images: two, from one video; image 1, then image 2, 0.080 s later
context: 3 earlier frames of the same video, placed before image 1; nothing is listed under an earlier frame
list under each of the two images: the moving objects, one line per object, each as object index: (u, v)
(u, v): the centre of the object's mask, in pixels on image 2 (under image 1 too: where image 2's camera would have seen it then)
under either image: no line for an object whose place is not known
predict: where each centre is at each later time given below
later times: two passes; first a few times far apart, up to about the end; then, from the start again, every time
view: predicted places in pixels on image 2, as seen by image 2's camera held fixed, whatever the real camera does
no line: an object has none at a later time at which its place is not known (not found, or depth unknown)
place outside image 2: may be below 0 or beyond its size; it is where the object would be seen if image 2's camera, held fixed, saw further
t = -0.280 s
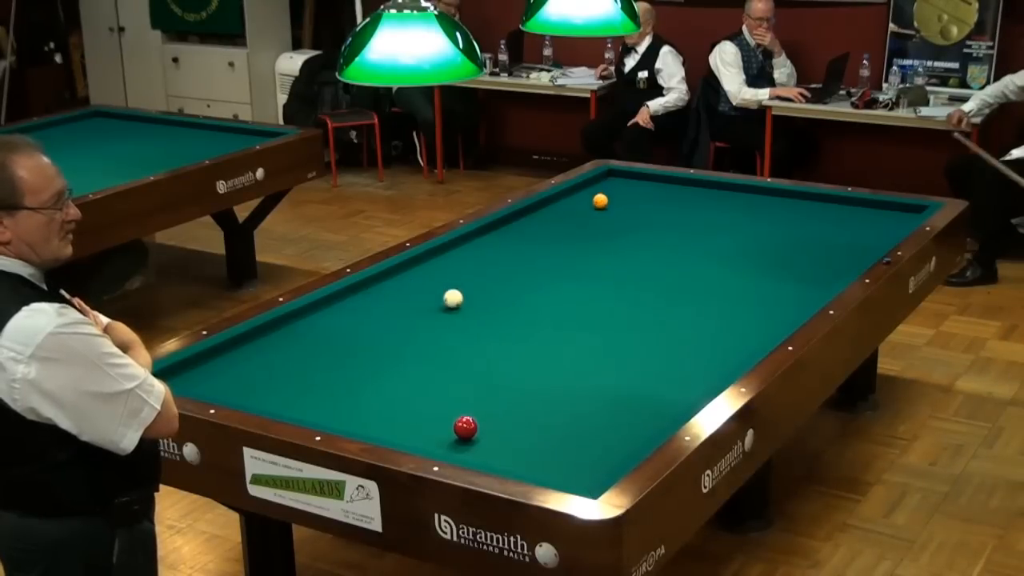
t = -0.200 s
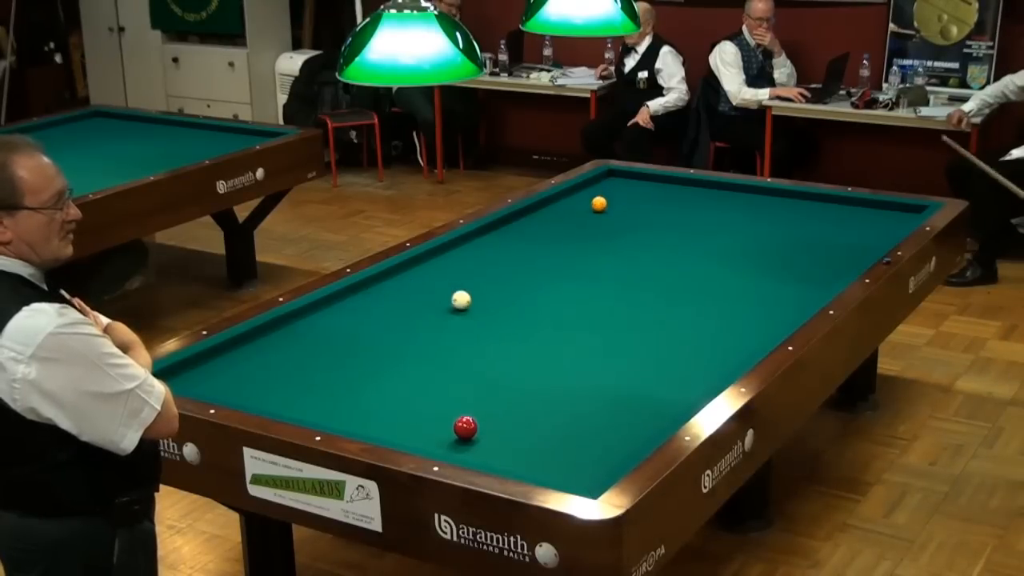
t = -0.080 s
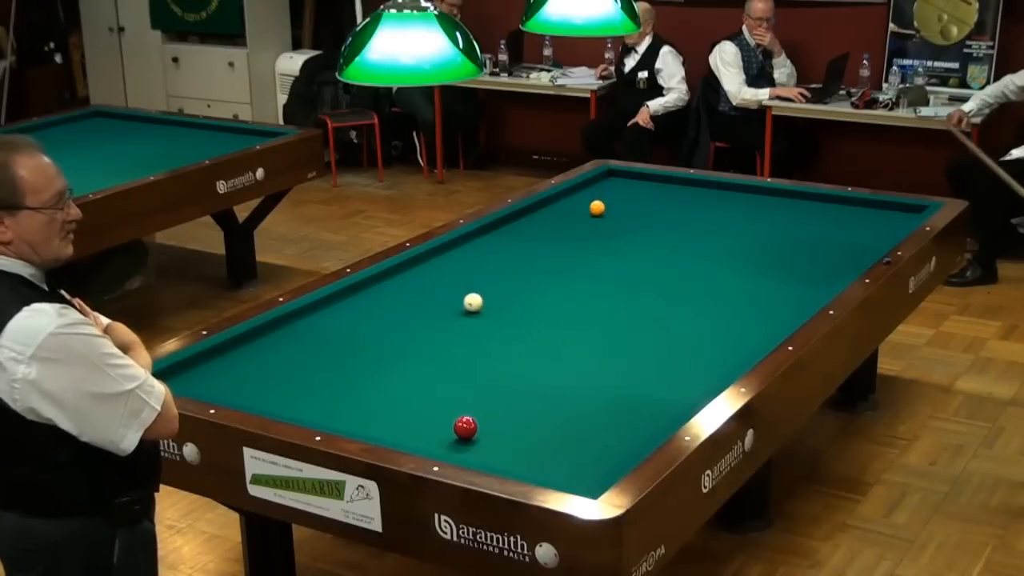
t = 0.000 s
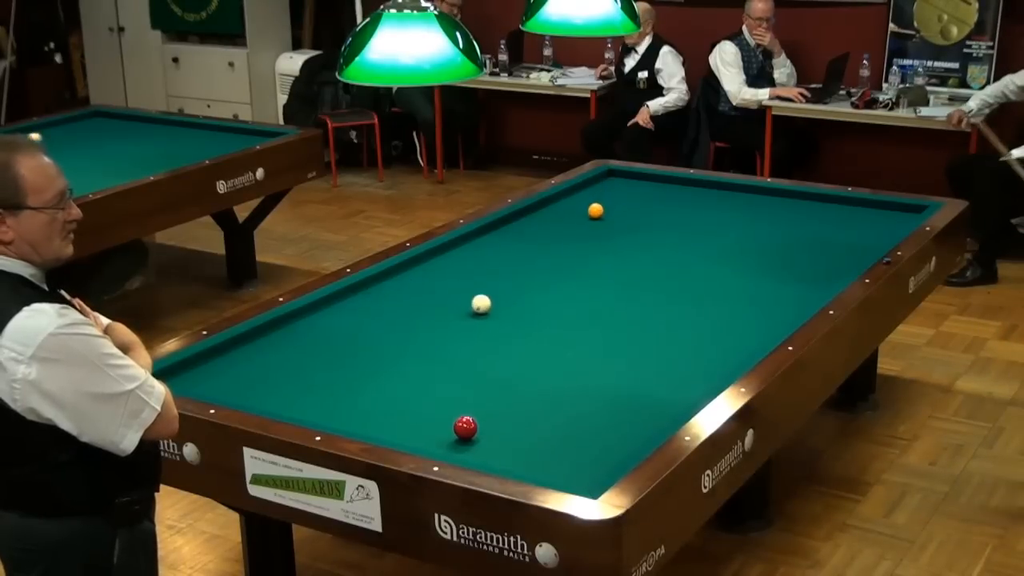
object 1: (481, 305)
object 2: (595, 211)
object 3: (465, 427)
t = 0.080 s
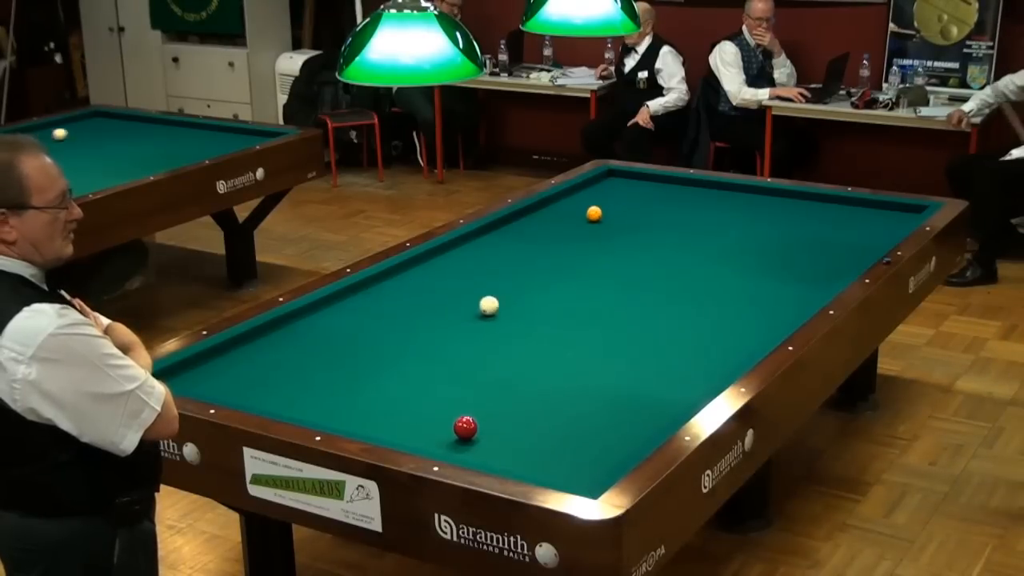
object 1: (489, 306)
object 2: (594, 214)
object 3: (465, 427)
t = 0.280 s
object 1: (509, 310)
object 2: (590, 221)
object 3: (465, 427)
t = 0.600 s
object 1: (540, 316)
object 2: (584, 233)
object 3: (465, 427)
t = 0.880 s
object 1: (567, 321)
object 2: (579, 243)
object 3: (465, 427)
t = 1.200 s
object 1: (597, 328)
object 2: (573, 255)
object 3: (465, 427)
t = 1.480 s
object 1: (624, 333)
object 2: (567, 267)
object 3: (465, 427)
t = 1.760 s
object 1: (649, 338)
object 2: (561, 278)
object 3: (465, 427)
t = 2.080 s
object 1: (678, 344)
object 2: (554, 291)
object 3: (465, 427)
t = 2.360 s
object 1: (702, 349)
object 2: (548, 303)
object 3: (465, 427)
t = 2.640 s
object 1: (726, 353)
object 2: (541, 315)
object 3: (465, 427)
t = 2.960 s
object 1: (732, 354)
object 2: (534, 329)
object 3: (465, 427)
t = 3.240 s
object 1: (721, 353)
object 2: (527, 341)
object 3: (465, 427)
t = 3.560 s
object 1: (708, 351)
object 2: (520, 355)
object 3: (465, 427)
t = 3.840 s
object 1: (699, 350)
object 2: (513, 367)
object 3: (465, 427)
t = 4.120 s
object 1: (691, 348)
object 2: (507, 380)
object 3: (465, 427)
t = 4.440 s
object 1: (684, 347)
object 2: (499, 395)
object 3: (465, 427)
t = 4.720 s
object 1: (678, 345)
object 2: (493, 407)
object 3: (465, 427)
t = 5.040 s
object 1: (674, 344)
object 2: (486, 421)
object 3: (465, 427)
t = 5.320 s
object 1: (671, 344)
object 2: (493, 429)
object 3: (454, 431)
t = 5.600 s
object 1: (669, 344)
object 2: (500, 437)
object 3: (445, 435)
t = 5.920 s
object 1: (668, 344)
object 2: (507, 445)
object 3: (436, 438)
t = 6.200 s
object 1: (668, 344)
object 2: (513, 451)
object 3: (429, 440)
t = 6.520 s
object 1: (668, 344)
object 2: (520, 458)
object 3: (423, 441)
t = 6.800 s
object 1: (668, 344)
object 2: (525, 463)
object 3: (421, 441)
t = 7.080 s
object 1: (668, 344)
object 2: (531, 466)
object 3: (422, 440)
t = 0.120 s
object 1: (493, 307)
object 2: (593, 215)
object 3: (465, 427)
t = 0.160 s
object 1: (497, 308)
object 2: (592, 217)
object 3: (465, 427)
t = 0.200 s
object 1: (501, 309)
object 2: (592, 218)
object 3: (465, 427)
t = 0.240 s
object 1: (505, 309)
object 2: (591, 220)
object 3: (465, 427)
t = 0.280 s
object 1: (509, 310)
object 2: (590, 221)
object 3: (465, 427)
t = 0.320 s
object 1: (513, 311)
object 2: (589, 223)
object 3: (465, 427)
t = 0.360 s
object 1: (517, 312)
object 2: (589, 224)
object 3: (465, 427)
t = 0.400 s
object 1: (520, 312)
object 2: (588, 225)
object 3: (465, 427)
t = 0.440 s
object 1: (524, 313)
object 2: (587, 227)
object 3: (465, 427)
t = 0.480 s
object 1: (528, 314)
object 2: (587, 228)
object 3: (465, 427)
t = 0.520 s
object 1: (532, 315)
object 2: (586, 230)
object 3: (465, 427)
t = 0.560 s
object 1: (536, 315)
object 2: (585, 231)
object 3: (465, 427)
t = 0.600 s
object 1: (540, 316)
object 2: (584, 233)
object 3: (465, 427)
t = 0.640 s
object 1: (544, 317)
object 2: (583, 234)
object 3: (465, 427)
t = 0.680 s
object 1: (548, 318)
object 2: (583, 236)
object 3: (465, 427)
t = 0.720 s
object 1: (551, 319)
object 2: (582, 237)
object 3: (465, 427)
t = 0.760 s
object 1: (555, 319)
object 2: (581, 239)
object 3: (465, 427)
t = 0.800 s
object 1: (559, 320)
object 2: (580, 240)
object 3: (465, 427)
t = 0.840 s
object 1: (563, 321)
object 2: (580, 241)
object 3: (465, 427)
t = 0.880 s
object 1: (567, 321)
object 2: (579, 243)
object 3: (465, 427)
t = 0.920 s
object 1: (571, 322)
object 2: (578, 245)
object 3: (465, 427)
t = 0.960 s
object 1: (575, 323)
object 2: (577, 246)
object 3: (465, 427)
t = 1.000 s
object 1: (578, 324)
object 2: (576, 248)
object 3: (465, 427)
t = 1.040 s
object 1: (582, 325)
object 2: (576, 249)
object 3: (465, 427)
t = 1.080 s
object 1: (586, 326)
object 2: (575, 251)
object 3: (465, 427)
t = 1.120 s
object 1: (590, 326)
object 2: (574, 252)
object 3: (465, 427)
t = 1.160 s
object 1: (594, 327)
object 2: (573, 254)
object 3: (465, 427)
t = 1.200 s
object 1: (597, 328)
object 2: (573, 255)
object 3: (465, 427)
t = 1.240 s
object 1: (601, 328)
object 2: (572, 257)
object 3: (465, 427)
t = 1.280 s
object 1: (605, 329)
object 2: (571, 259)
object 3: (465, 427)
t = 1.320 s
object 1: (609, 330)
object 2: (570, 260)
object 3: (465, 427)
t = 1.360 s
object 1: (612, 331)
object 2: (569, 262)
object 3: (465, 427)
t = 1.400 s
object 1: (616, 332)
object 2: (568, 264)
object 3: (465, 427)
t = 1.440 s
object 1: (620, 332)
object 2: (568, 265)
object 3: (465, 427)
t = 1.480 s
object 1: (624, 333)
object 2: (567, 267)
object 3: (465, 427)
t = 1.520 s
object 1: (627, 334)
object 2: (566, 268)
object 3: (465, 427)
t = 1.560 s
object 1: (631, 334)
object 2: (565, 270)
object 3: (465, 427)
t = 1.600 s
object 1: (635, 335)
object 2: (564, 272)
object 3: (465, 427)
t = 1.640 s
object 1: (638, 336)
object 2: (563, 273)
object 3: (465, 427)
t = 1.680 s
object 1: (642, 337)
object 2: (563, 274)
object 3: (465, 427)
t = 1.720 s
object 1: (645, 337)
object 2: (562, 276)
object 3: (465, 427)
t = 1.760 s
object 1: (649, 338)
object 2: (561, 278)
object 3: (465, 427)
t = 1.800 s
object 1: (653, 339)
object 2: (560, 280)
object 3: (465, 427)
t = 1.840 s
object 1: (656, 339)
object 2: (559, 281)
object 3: (465, 427)
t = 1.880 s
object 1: (660, 340)
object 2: (558, 283)
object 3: (465, 427)
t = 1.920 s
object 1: (664, 341)
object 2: (558, 284)
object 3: (465, 427)
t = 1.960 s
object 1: (667, 341)
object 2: (557, 286)
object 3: (465, 427)
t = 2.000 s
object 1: (671, 342)
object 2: (556, 288)
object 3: (465, 427)
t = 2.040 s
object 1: (674, 343)
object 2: (555, 289)
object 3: (465, 427)
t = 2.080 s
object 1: (678, 344)
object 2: (554, 291)
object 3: (465, 427)
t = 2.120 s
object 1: (681, 344)
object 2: (553, 293)
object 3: (465, 427)
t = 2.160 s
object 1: (685, 345)
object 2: (552, 294)
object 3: (465, 427)
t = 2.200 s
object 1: (688, 346)
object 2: (551, 296)
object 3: (465, 427)
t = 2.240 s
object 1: (692, 346)
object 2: (550, 298)
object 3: (465, 427)
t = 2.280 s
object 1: (695, 347)
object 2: (549, 299)
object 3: (465, 427)
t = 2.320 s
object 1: (699, 348)
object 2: (549, 301)
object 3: (465, 427)
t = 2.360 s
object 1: (702, 349)
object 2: (548, 303)
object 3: (465, 427)
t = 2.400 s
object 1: (706, 349)
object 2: (547, 305)
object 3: (465, 427)
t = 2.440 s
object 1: (709, 350)
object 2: (546, 306)
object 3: (465, 427)
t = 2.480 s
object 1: (713, 351)
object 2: (545, 308)
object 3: (465, 427)
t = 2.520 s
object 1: (716, 351)
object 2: (544, 309)
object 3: (465, 427)
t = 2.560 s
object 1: (719, 352)
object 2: (543, 311)
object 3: (465, 427)
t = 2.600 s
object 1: (722, 352)
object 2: (542, 313)
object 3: (465, 427)
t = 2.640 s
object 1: (726, 353)
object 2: (541, 315)
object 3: (465, 427)
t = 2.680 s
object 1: (729, 354)
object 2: (540, 316)
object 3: (465, 427)
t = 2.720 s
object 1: (732, 354)
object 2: (539, 318)
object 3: (465, 427)
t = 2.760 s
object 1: (735, 354)
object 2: (538, 320)
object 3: (465, 427)
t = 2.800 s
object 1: (738, 354)
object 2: (538, 322)
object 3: (465, 427)
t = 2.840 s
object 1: (737, 354)
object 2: (537, 323)
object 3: (465, 427)
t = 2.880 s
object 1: (735, 354)
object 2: (535, 325)
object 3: (465, 427)
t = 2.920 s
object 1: (734, 354)
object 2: (535, 327)
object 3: (465, 427)
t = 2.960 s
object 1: (732, 354)
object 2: (534, 329)
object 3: (465, 427)
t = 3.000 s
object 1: (731, 354)
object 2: (533, 330)
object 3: (465, 427)
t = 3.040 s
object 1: (729, 354)
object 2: (532, 332)
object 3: (465, 427)
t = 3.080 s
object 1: (727, 354)
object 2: (531, 334)
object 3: (465, 427)
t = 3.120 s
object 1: (726, 353)
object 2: (530, 336)
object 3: (465, 427)
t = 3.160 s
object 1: (724, 353)
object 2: (529, 337)
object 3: (465, 427)
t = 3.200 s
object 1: (722, 353)
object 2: (528, 339)
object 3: (465, 427)
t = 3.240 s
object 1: (721, 353)
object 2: (527, 341)
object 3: (465, 427)
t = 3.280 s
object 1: (719, 352)
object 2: (526, 342)
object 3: (465, 427)
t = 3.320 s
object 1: (718, 352)
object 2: (525, 344)
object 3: (465, 427)
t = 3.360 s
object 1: (716, 352)
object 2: (524, 346)
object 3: (465, 427)
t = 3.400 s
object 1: (715, 352)
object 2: (523, 348)
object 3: (465, 427)
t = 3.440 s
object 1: (713, 351)
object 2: (522, 349)
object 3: (465, 427)
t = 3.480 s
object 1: (712, 351)
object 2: (522, 351)
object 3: (465, 427)
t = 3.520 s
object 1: (710, 351)
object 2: (521, 353)
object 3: (465, 427)
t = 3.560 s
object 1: (708, 351)
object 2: (520, 355)
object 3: (465, 427)
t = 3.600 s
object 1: (707, 350)
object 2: (519, 357)
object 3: (465, 427)
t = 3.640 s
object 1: (706, 350)
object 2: (518, 358)
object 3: (465, 427)
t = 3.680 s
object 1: (704, 350)
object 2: (517, 360)
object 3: (465, 427)
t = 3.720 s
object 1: (703, 350)
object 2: (516, 362)
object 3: (465, 427)
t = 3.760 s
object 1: (702, 350)
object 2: (515, 364)
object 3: (465, 427)
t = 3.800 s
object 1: (700, 350)
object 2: (514, 365)
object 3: (465, 427)
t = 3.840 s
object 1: (699, 350)
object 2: (513, 367)
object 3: (465, 427)
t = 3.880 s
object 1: (698, 349)
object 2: (512, 369)
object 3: (465, 427)
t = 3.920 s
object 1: (697, 349)
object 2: (511, 371)
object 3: (465, 427)
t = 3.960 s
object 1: (696, 349)
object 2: (510, 373)
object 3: (465, 427)
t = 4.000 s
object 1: (694, 349)
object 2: (509, 374)
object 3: (465, 427)
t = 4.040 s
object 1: (693, 348)
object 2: (508, 376)
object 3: (465, 427)
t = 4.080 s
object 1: (692, 348)
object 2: (508, 378)
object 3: (465, 427)
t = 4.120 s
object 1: (691, 348)
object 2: (507, 380)
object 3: (465, 427)
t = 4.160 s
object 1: (690, 348)
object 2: (506, 382)
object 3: (465, 427)
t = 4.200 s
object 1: (689, 347)
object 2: (505, 383)
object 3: (465, 427)
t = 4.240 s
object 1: (688, 347)
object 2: (504, 385)
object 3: (465, 427)
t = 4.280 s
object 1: (687, 347)
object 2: (503, 387)
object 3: (465, 427)
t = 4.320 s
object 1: (686, 347)
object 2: (502, 389)
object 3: (465, 427)
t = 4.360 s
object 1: (685, 347)
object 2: (501, 391)
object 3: (465, 427)
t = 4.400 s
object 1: (685, 347)
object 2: (500, 393)
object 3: (465, 427)
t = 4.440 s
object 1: (684, 347)
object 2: (499, 395)
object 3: (465, 427)
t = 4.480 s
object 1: (683, 346)
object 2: (499, 396)
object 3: (465, 427)
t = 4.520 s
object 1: (682, 346)
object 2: (497, 398)
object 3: (465, 427)
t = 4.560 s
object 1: (681, 346)
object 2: (497, 400)
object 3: (465, 427)
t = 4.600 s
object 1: (681, 346)
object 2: (496, 402)
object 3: (465, 427)
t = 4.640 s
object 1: (680, 346)
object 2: (495, 404)
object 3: (465, 427)
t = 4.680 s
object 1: (679, 346)
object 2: (494, 405)
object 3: (465, 427)
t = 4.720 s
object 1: (678, 345)
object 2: (493, 407)
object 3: (465, 427)
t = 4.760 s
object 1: (678, 345)
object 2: (492, 409)
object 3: (465, 427)
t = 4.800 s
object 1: (677, 345)
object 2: (491, 411)
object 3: (465, 427)
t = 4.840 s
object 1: (676, 345)
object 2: (490, 413)
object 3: (465, 427)
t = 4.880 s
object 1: (676, 345)
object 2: (489, 414)
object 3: (465, 427)
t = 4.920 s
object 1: (675, 345)
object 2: (488, 416)
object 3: (465, 427)
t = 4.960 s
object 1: (675, 345)
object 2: (487, 418)
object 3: (465, 427)
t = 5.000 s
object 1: (674, 345)
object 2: (487, 420)
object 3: (465, 427)
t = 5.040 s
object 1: (674, 344)
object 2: (486, 421)
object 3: (465, 427)
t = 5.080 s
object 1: (673, 344)
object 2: (487, 423)
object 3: (464, 428)
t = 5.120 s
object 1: (673, 344)
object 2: (488, 424)
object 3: (462, 428)
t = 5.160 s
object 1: (672, 344)
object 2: (489, 424)
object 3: (460, 429)
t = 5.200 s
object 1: (672, 344)
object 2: (490, 426)
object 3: (459, 429)
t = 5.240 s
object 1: (672, 344)
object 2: (491, 427)
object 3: (457, 430)
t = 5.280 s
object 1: (671, 344)
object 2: (492, 428)
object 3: (456, 431)
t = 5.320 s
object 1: (671, 344)
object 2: (493, 429)
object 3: (454, 431)
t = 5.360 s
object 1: (670, 344)
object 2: (494, 430)
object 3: (453, 432)
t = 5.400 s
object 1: (670, 344)
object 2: (495, 432)
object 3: (452, 432)
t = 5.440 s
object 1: (670, 344)
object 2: (496, 433)
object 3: (450, 433)
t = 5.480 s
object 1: (669, 344)
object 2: (497, 434)
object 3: (449, 433)
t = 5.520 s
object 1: (669, 344)
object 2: (498, 435)
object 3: (448, 434)
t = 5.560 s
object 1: (669, 344)
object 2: (499, 436)
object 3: (446, 434)
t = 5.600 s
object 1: (669, 344)
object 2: (500, 437)
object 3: (445, 435)
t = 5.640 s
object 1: (669, 344)
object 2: (501, 438)
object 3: (444, 435)
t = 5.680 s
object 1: (668, 344)
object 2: (502, 439)
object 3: (443, 436)
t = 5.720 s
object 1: (668, 344)
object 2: (503, 440)
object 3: (441, 436)
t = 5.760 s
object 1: (668, 344)
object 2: (504, 441)
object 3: (440, 436)
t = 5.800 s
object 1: (668, 344)
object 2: (505, 442)
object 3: (439, 437)
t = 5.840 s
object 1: (668, 344)
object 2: (506, 443)
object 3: (438, 437)
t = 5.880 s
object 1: (668, 344)
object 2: (506, 444)
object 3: (437, 438)
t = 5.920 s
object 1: (668, 344)
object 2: (507, 445)
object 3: (436, 438)
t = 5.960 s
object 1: (668, 344)
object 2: (508, 446)
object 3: (435, 438)
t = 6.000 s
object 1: (668, 344)
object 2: (509, 447)
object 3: (434, 439)
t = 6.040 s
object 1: (668, 344)
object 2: (510, 448)
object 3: (433, 439)
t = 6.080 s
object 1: (668, 344)
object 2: (511, 449)
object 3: (432, 439)
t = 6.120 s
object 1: (668, 344)
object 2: (512, 450)
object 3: (431, 439)
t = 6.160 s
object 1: (668, 344)
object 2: (513, 451)
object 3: (430, 439)
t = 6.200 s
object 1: (668, 344)
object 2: (513, 451)
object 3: (429, 440)
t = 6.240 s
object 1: (668, 344)
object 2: (514, 453)
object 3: (428, 440)
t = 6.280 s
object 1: (668, 344)
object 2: (515, 453)
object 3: (427, 440)
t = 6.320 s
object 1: (668, 344)
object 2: (516, 454)
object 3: (426, 440)
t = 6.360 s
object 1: (668, 344)
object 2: (517, 455)
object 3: (426, 440)
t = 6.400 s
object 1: (668, 344)
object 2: (518, 456)
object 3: (425, 441)
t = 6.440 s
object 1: (668, 344)
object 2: (518, 457)
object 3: (424, 441)
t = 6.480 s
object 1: (668, 344)
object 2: (519, 458)
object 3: (423, 441)
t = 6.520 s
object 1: (668, 344)
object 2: (520, 458)
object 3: (423, 441)
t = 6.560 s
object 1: (668, 344)
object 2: (521, 459)
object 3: (422, 441)
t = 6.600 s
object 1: (668, 344)
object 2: (521, 460)
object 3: (421, 441)
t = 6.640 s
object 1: (668, 344)
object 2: (522, 461)
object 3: (421, 441)
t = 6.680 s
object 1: (668, 344)
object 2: (523, 461)
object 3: (421, 441)
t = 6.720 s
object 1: (668, 344)
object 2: (524, 462)
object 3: (421, 441)
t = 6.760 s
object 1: (668, 344)
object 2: (525, 462)
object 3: (421, 441)
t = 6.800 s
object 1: (668, 344)
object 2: (525, 463)
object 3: (421, 441)
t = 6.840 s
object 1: (668, 344)
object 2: (526, 463)
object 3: (421, 440)
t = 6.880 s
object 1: (668, 344)
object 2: (527, 464)
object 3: (422, 441)
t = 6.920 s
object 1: (668, 344)
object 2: (527, 464)
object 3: (422, 441)
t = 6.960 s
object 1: (668, 344)
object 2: (529, 465)
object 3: (422, 440)
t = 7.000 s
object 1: (668, 344)
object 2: (529, 465)
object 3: (422, 440)
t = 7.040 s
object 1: (668, 344)
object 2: (530, 466)
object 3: (422, 440)
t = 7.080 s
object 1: (668, 344)
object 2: (531, 466)
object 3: (422, 440)
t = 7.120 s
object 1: (668, 344)
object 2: (531, 467)
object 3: (422, 440)
